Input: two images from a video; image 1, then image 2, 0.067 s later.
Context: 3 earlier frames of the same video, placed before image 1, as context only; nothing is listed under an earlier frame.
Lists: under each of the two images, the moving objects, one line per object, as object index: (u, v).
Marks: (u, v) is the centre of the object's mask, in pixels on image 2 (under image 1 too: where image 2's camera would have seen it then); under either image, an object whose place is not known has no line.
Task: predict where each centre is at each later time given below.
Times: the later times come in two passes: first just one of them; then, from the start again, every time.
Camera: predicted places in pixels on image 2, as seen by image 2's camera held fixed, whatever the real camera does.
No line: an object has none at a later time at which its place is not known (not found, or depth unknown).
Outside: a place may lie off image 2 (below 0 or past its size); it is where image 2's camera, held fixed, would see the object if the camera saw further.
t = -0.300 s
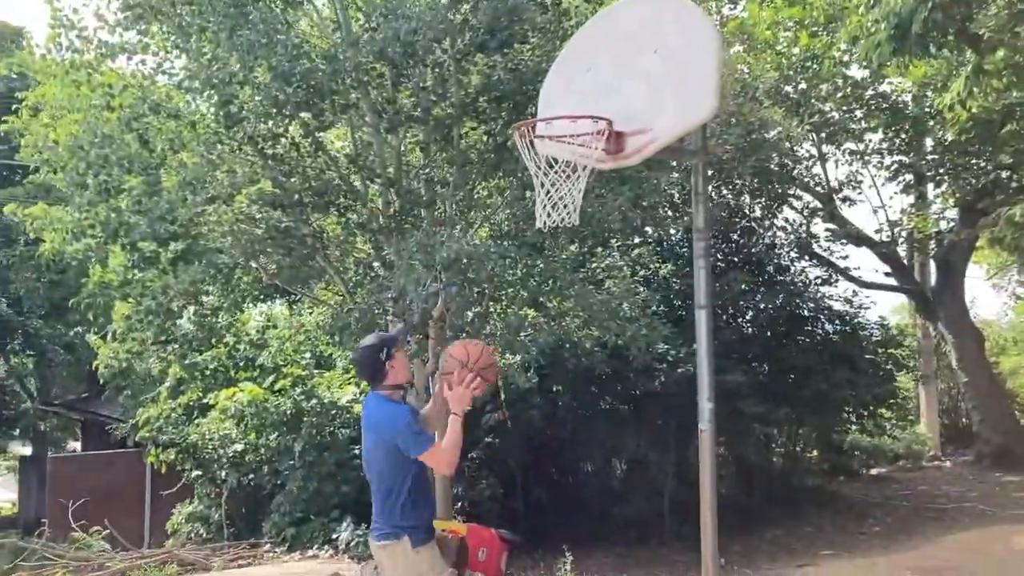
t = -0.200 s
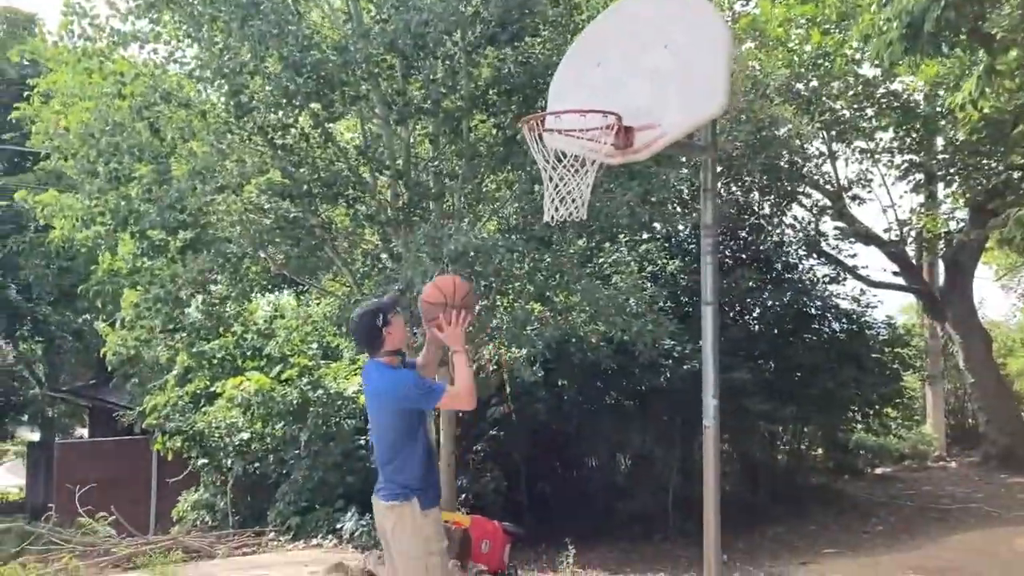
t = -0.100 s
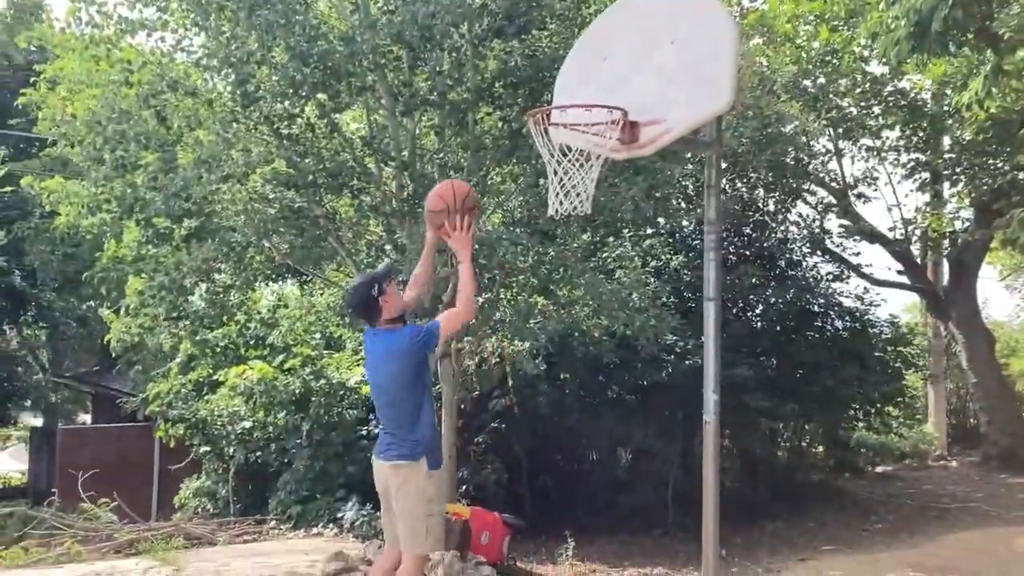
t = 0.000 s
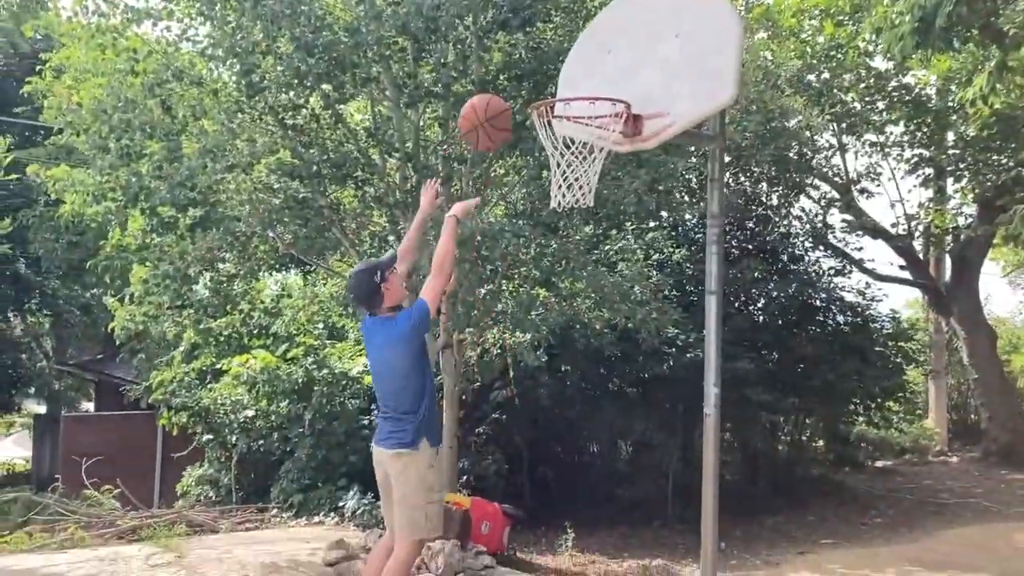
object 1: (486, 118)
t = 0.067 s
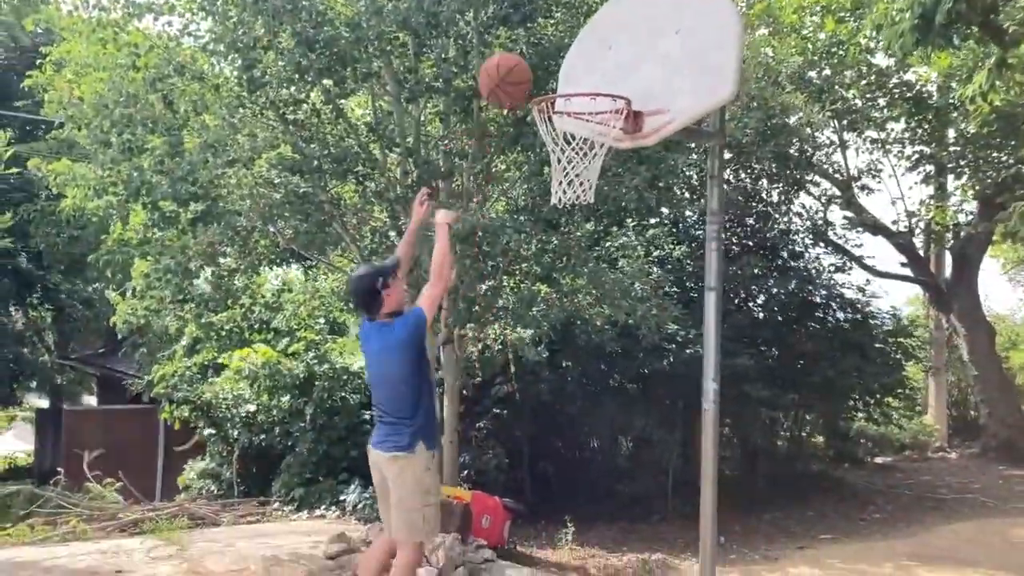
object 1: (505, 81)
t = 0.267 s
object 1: (554, 34)
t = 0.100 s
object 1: (513, 66)
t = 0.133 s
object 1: (522, 55)
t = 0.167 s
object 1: (531, 47)
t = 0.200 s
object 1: (539, 41)
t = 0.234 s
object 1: (547, 36)
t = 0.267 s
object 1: (554, 34)
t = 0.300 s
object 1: (562, 35)
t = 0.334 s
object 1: (569, 39)
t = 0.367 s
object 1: (576, 43)
